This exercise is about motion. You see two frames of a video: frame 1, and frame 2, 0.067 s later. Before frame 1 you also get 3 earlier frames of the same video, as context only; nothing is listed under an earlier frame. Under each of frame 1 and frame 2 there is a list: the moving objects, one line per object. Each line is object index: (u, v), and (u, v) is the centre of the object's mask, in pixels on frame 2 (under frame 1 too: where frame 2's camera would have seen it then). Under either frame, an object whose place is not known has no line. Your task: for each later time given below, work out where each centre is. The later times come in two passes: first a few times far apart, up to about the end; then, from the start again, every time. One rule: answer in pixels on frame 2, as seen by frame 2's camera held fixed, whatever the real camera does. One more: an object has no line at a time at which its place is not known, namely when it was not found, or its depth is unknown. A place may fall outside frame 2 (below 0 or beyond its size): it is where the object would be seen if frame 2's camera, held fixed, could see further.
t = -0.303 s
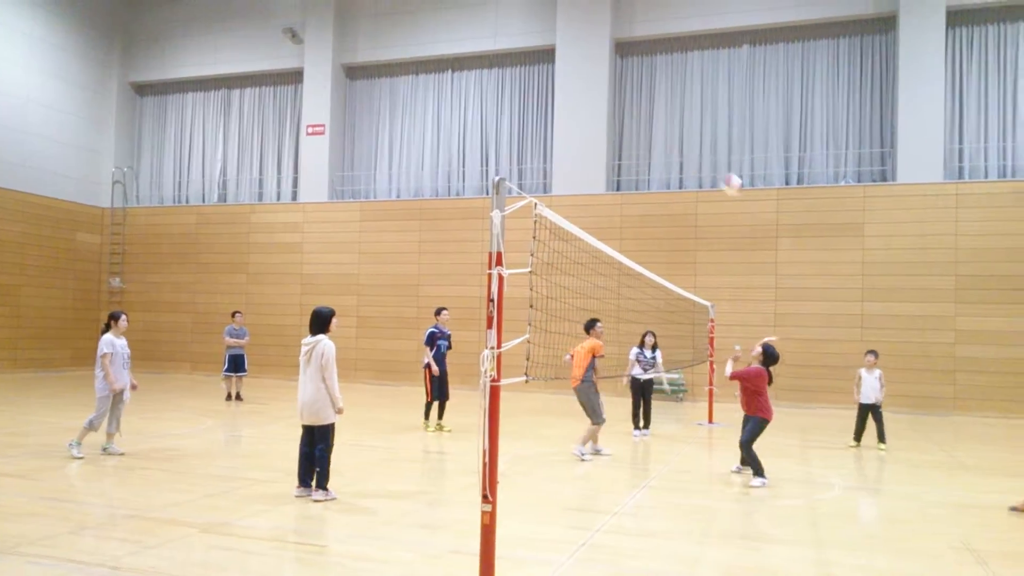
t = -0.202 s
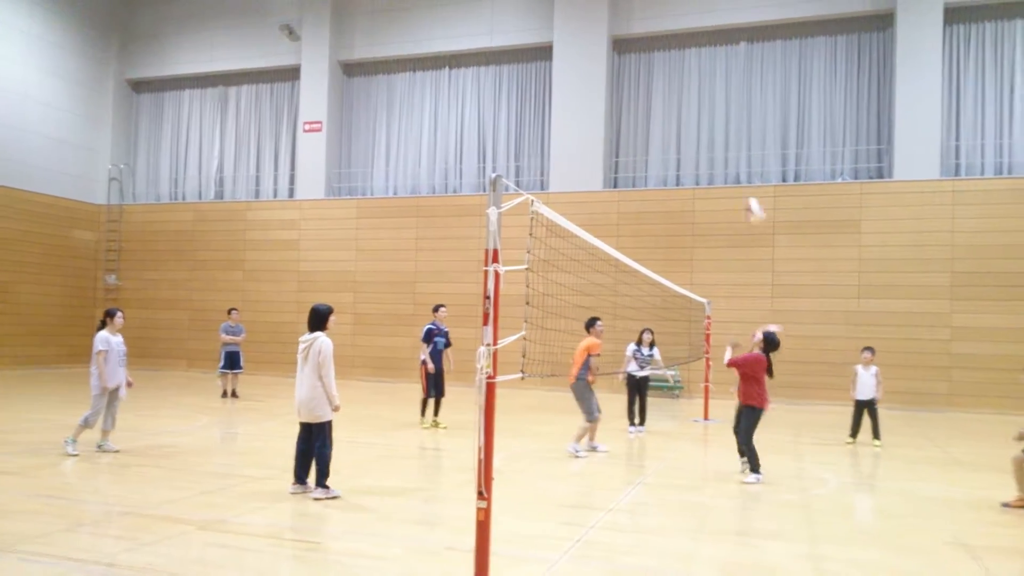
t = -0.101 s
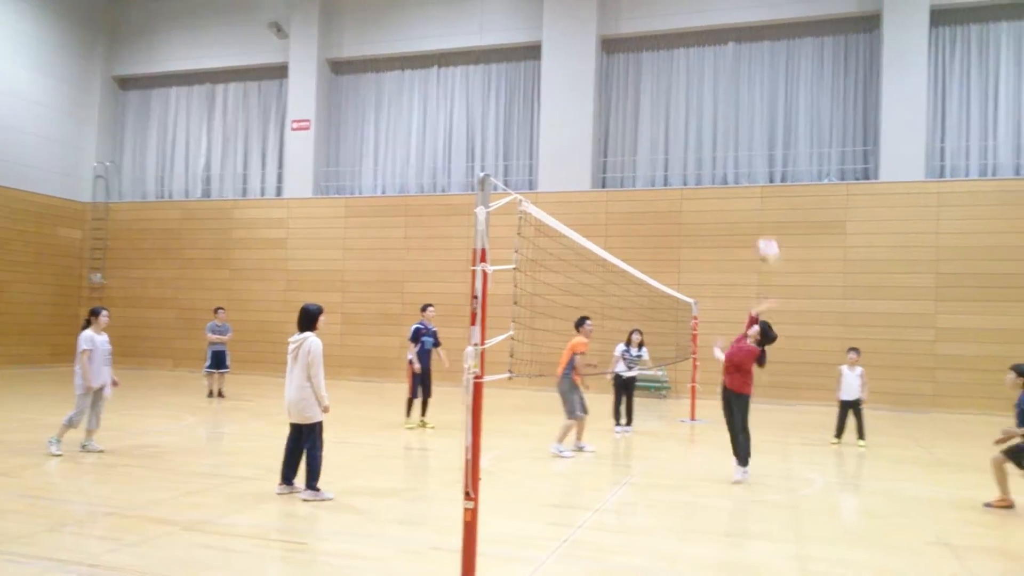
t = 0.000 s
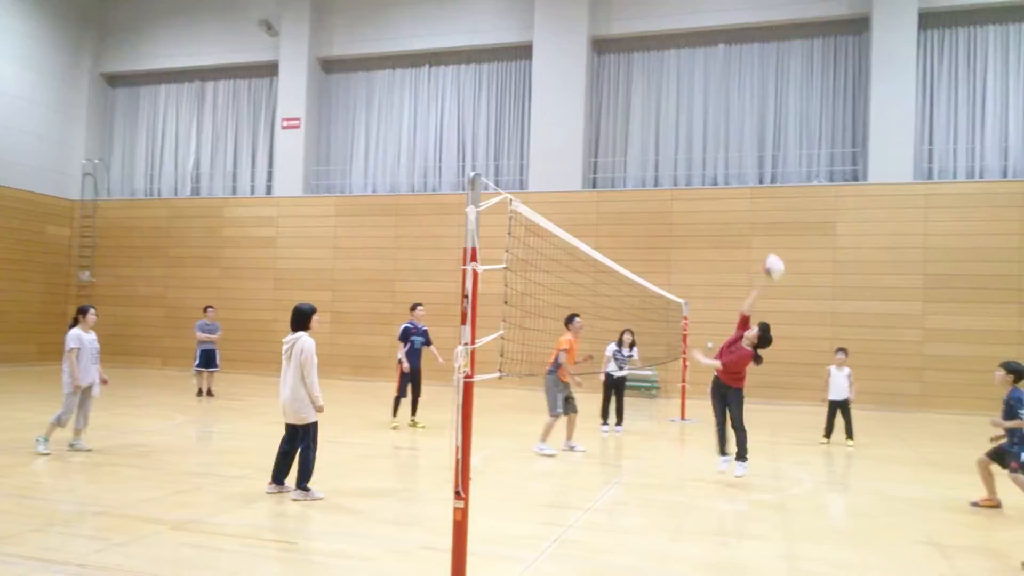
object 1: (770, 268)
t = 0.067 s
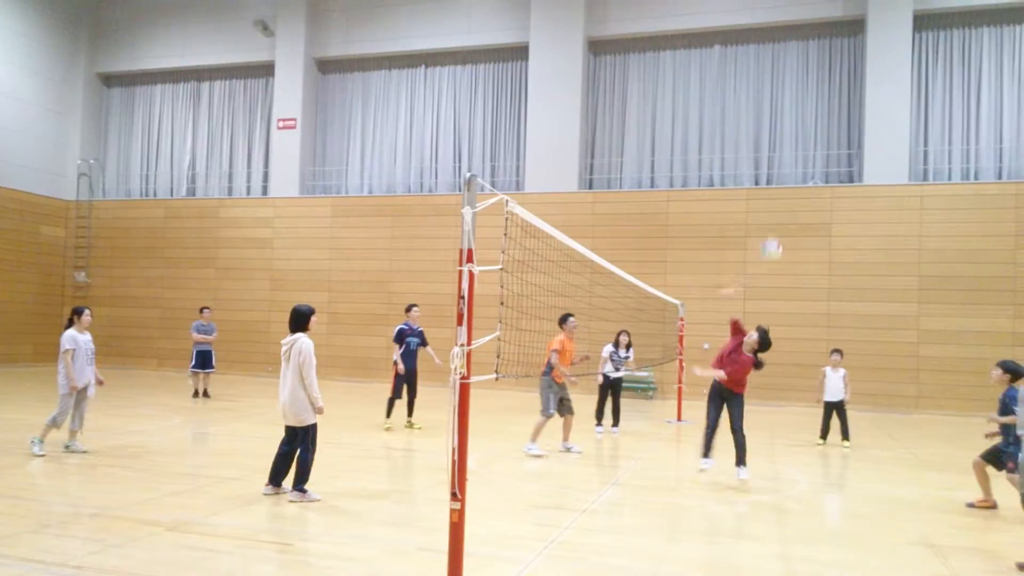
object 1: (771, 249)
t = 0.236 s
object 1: (774, 214)
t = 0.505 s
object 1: (778, 220)
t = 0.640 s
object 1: (779, 257)
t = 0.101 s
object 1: (771, 239)
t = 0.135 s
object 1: (772, 231)
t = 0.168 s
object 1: (774, 225)
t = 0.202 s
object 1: (774, 219)
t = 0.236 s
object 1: (774, 214)
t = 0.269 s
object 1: (775, 211)
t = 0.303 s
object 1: (775, 209)
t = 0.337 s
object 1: (775, 208)
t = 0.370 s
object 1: (775, 207)
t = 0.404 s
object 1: (777, 208)
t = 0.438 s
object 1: (777, 210)
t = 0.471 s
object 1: (777, 215)
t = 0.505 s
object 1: (778, 220)
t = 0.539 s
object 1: (779, 227)
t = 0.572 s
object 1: (778, 236)
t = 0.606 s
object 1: (778, 246)
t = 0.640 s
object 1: (779, 257)
